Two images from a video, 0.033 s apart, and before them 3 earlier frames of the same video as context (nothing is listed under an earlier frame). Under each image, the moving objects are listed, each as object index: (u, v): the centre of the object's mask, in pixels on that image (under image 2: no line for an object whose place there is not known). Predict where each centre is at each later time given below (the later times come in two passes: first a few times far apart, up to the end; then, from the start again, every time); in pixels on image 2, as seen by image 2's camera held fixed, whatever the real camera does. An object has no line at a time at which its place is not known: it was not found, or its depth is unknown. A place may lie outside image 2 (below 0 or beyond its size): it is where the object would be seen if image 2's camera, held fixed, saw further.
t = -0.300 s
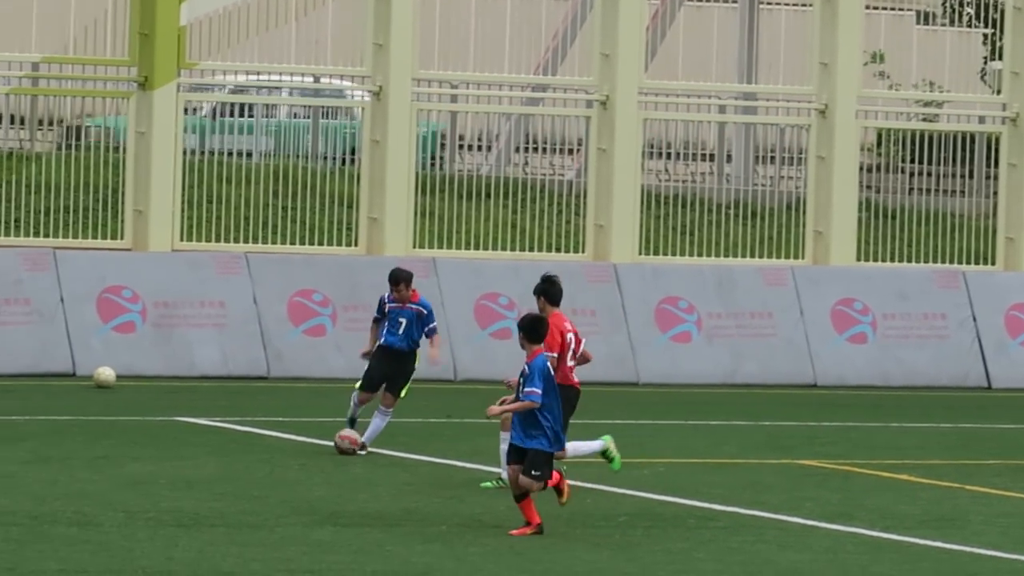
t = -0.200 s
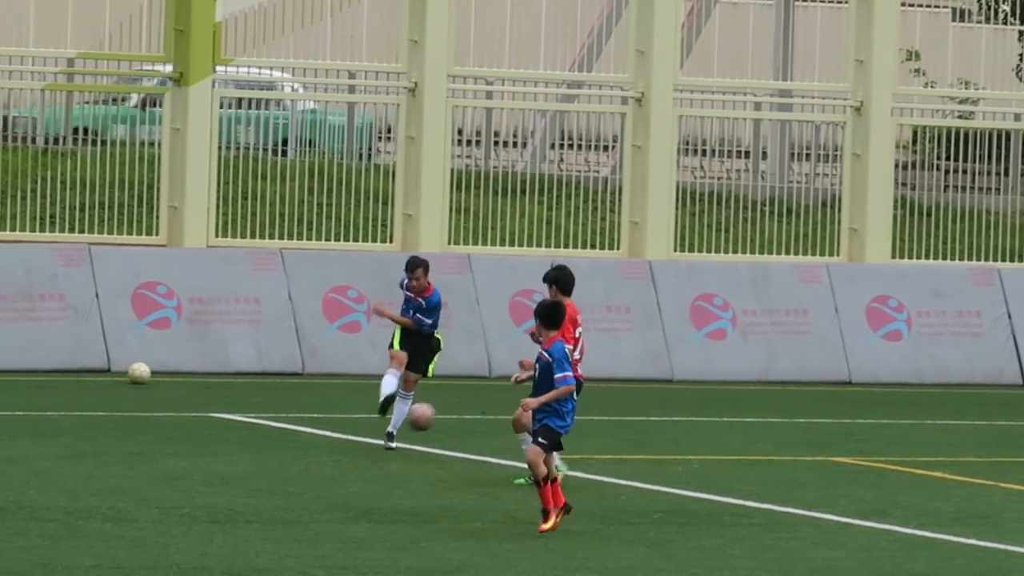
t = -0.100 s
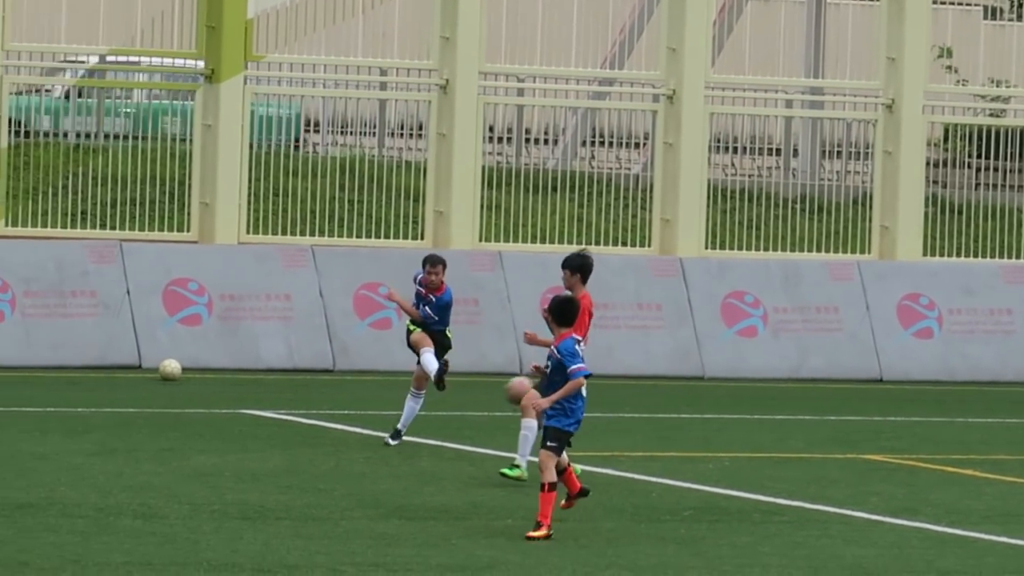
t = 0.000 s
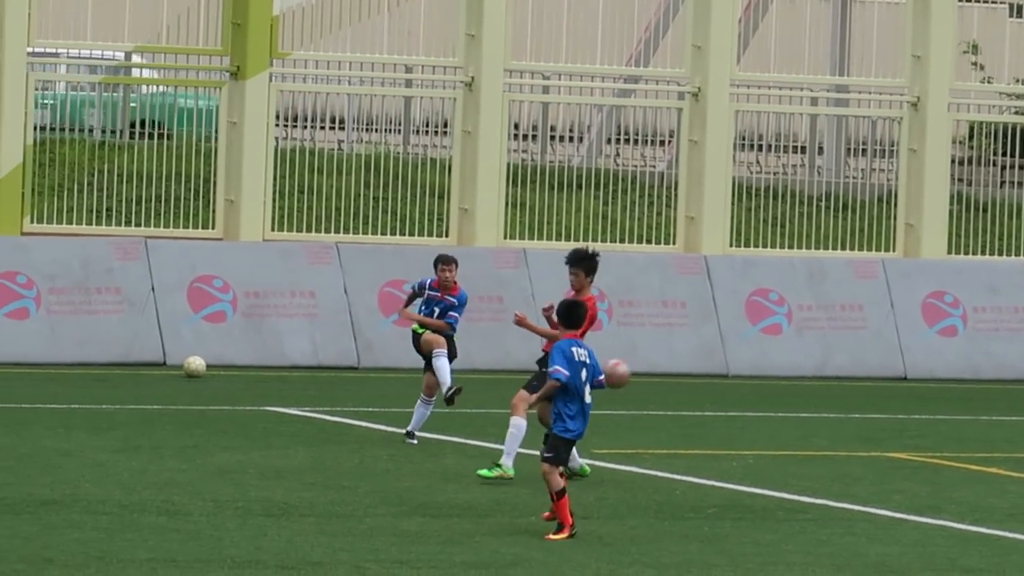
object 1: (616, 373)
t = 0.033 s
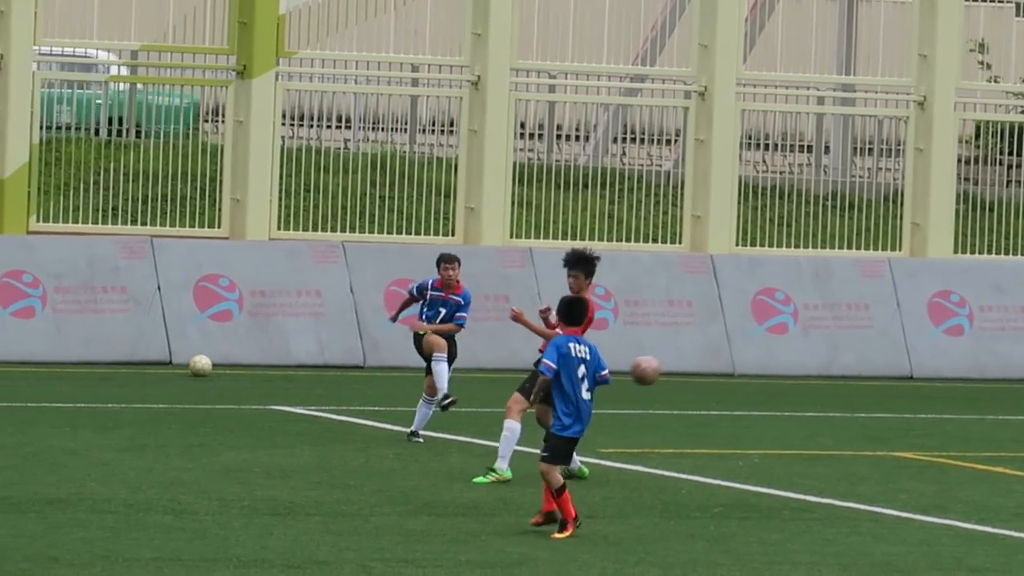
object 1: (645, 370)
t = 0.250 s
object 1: (811, 381)
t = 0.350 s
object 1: (893, 405)
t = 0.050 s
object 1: (657, 370)
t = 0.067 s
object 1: (669, 369)
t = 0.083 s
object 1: (682, 368)
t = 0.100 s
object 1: (695, 368)
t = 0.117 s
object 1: (707, 368)
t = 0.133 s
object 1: (720, 369)
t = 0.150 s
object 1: (732, 369)
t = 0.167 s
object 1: (744, 371)
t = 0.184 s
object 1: (757, 373)
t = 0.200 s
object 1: (770, 374)
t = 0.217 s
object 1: (784, 376)
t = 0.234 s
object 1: (798, 379)
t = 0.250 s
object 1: (811, 381)
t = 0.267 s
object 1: (825, 384)
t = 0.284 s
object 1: (838, 388)
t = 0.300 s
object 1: (851, 392)
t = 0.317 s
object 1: (865, 396)
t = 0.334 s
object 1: (879, 400)
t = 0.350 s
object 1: (893, 405)
